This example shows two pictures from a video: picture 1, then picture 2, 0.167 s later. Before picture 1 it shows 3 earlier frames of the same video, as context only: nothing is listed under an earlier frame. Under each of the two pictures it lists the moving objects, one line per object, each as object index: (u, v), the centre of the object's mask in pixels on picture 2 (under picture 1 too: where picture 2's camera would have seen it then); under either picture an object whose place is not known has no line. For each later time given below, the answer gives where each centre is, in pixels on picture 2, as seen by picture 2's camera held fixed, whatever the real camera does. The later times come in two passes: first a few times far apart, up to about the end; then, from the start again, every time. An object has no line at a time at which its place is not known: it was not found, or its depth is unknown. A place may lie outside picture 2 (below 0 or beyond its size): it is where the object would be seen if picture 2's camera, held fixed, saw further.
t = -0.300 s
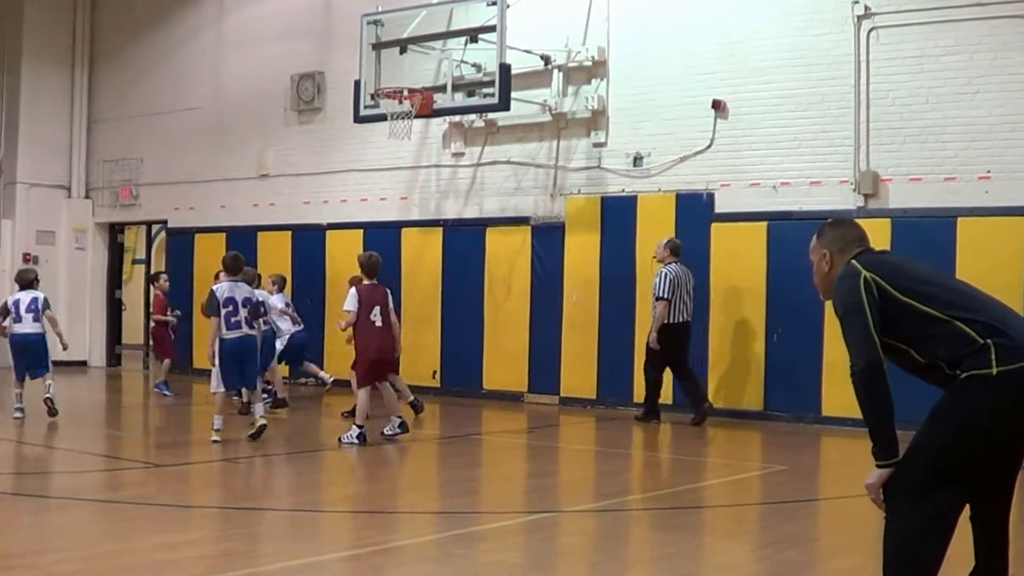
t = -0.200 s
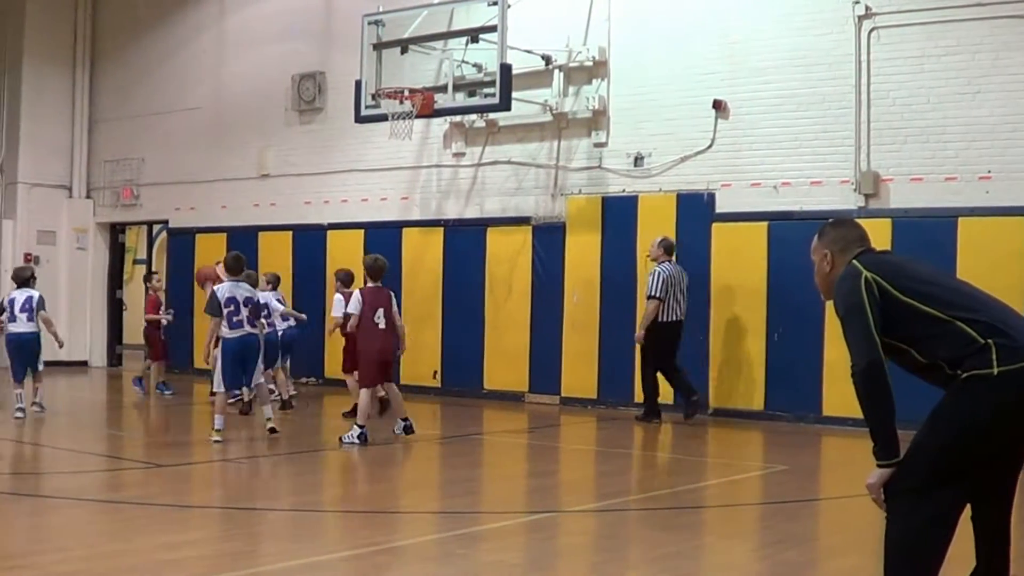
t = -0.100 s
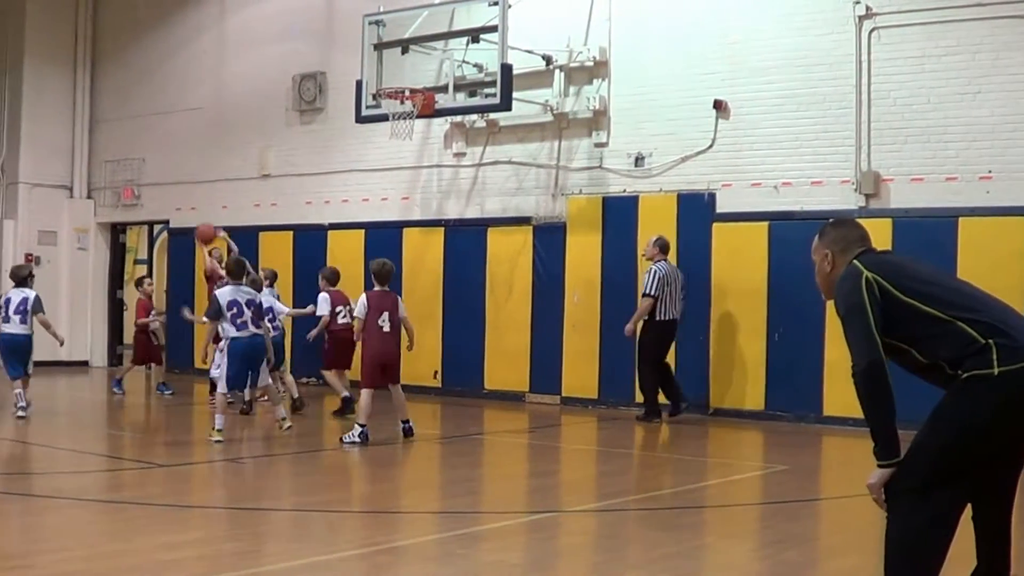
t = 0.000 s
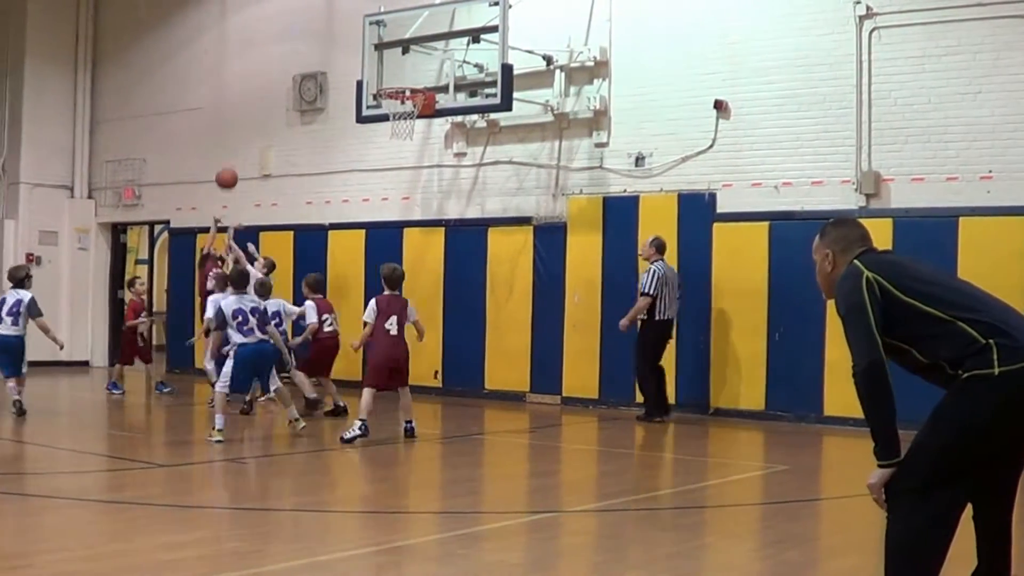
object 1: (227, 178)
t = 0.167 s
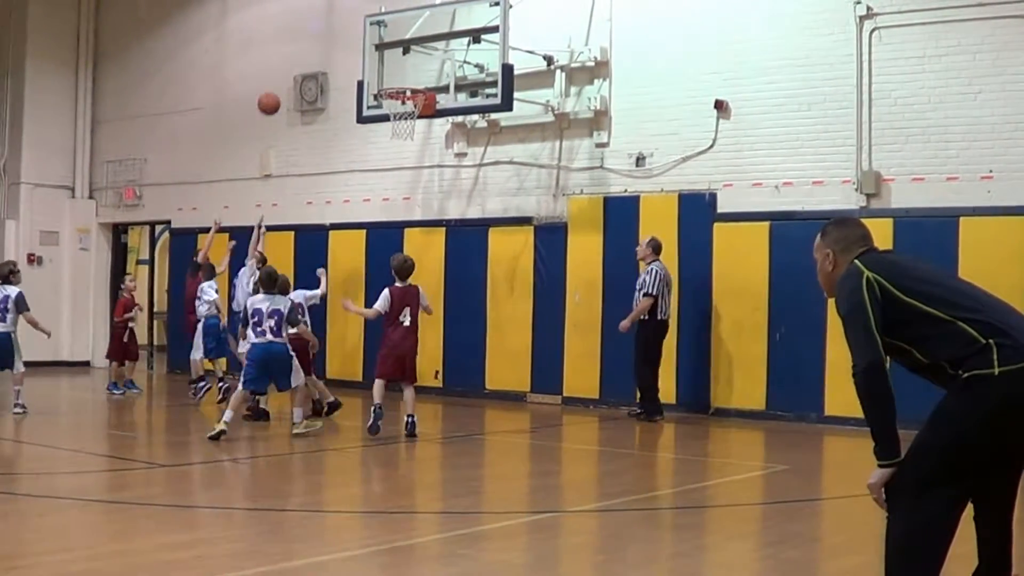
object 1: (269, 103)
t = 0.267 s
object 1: (294, 70)
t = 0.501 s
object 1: (354, 29)
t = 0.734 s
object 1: (415, 42)
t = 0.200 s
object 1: (277, 91)
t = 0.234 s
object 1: (286, 80)
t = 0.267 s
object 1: (294, 70)
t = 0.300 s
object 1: (302, 61)
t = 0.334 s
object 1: (311, 53)
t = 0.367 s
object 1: (319, 46)
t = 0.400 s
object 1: (328, 40)
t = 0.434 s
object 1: (336, 36)
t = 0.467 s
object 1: (345, 32)
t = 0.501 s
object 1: (354, 29)
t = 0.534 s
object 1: (362, 28)
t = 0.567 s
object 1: (371, 27)
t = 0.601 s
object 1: (380, 28)
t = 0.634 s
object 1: (388, 30)
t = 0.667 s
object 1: (397, 32)
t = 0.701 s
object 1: (406, 36)
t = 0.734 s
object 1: (415, 42)
